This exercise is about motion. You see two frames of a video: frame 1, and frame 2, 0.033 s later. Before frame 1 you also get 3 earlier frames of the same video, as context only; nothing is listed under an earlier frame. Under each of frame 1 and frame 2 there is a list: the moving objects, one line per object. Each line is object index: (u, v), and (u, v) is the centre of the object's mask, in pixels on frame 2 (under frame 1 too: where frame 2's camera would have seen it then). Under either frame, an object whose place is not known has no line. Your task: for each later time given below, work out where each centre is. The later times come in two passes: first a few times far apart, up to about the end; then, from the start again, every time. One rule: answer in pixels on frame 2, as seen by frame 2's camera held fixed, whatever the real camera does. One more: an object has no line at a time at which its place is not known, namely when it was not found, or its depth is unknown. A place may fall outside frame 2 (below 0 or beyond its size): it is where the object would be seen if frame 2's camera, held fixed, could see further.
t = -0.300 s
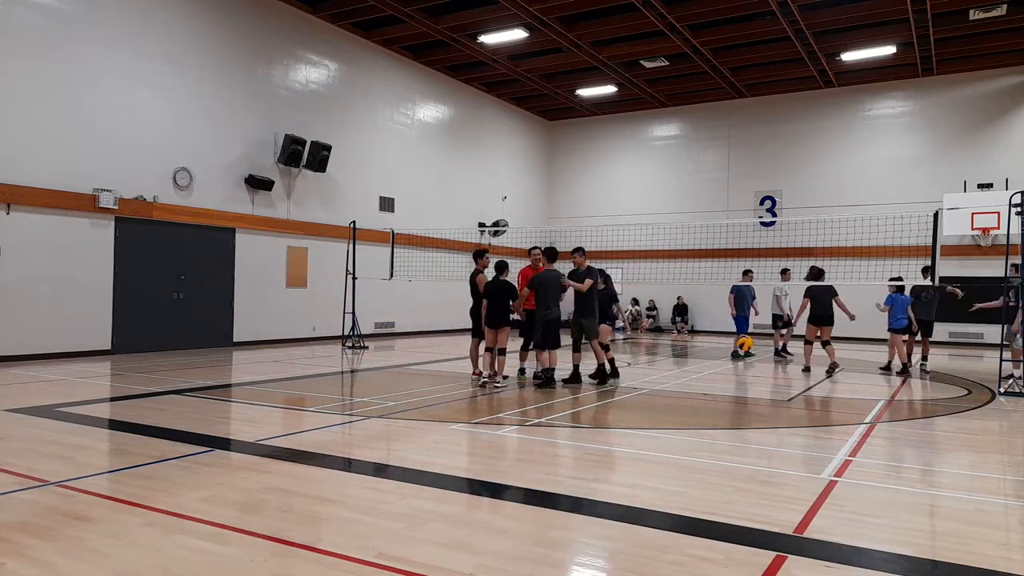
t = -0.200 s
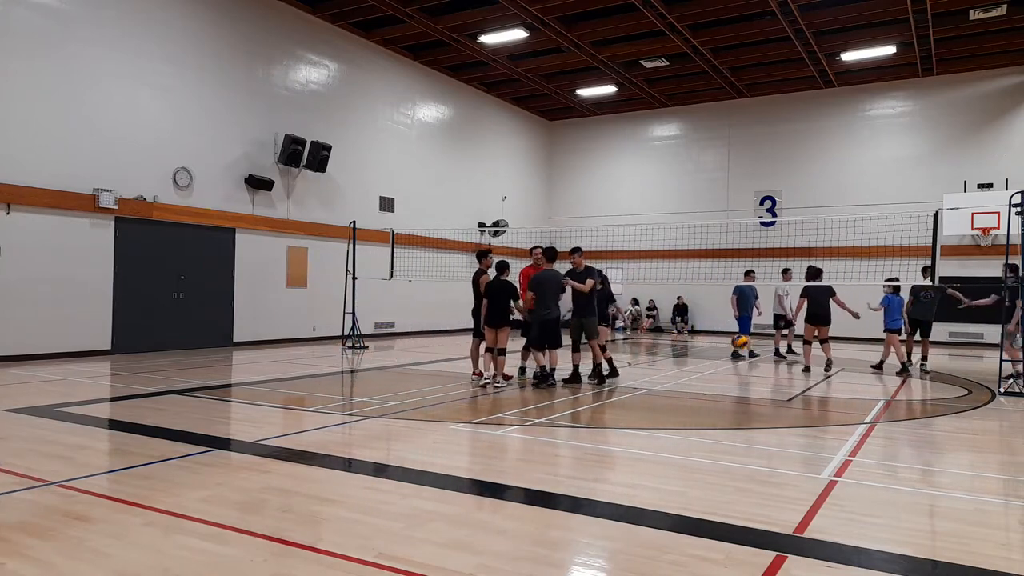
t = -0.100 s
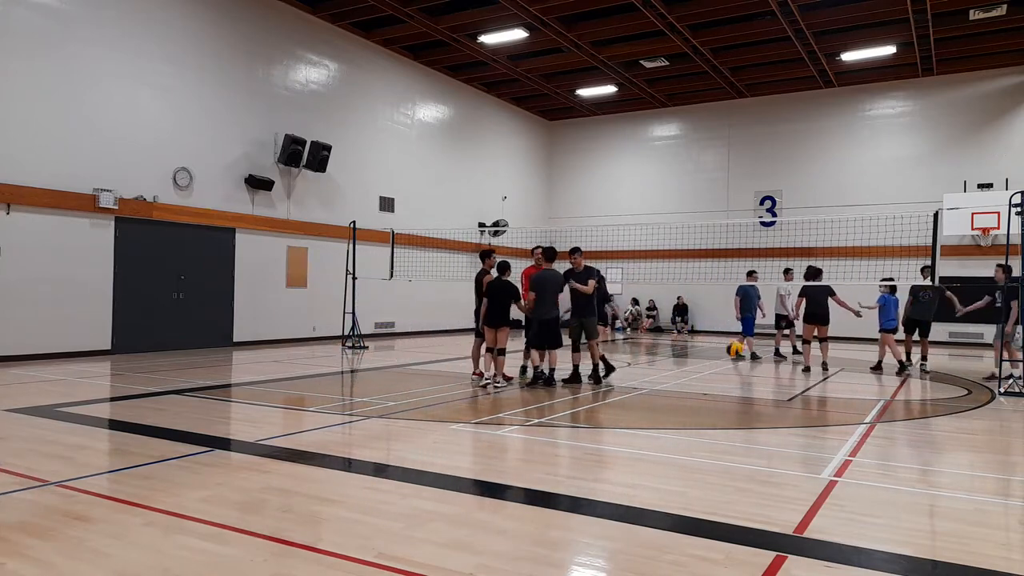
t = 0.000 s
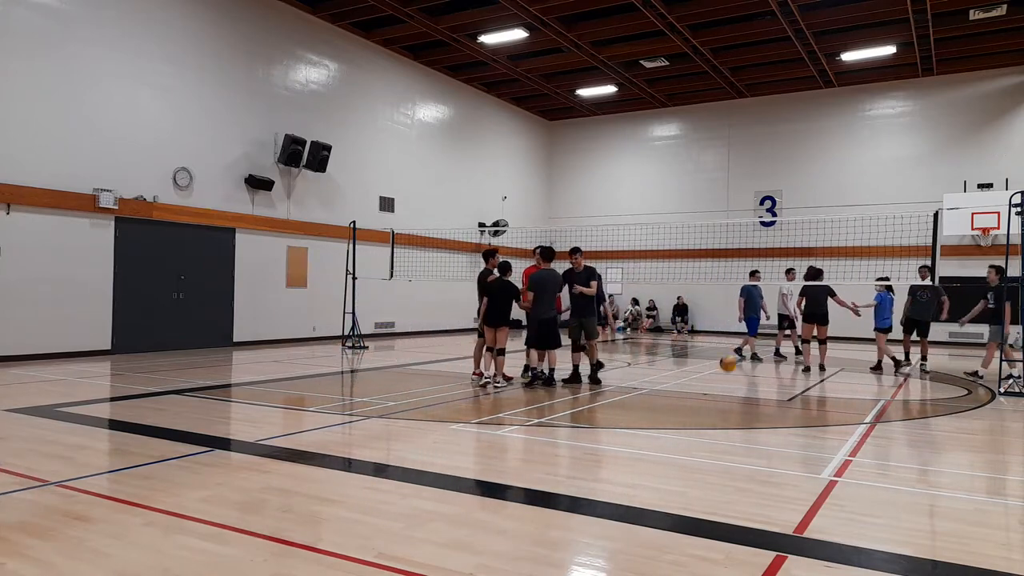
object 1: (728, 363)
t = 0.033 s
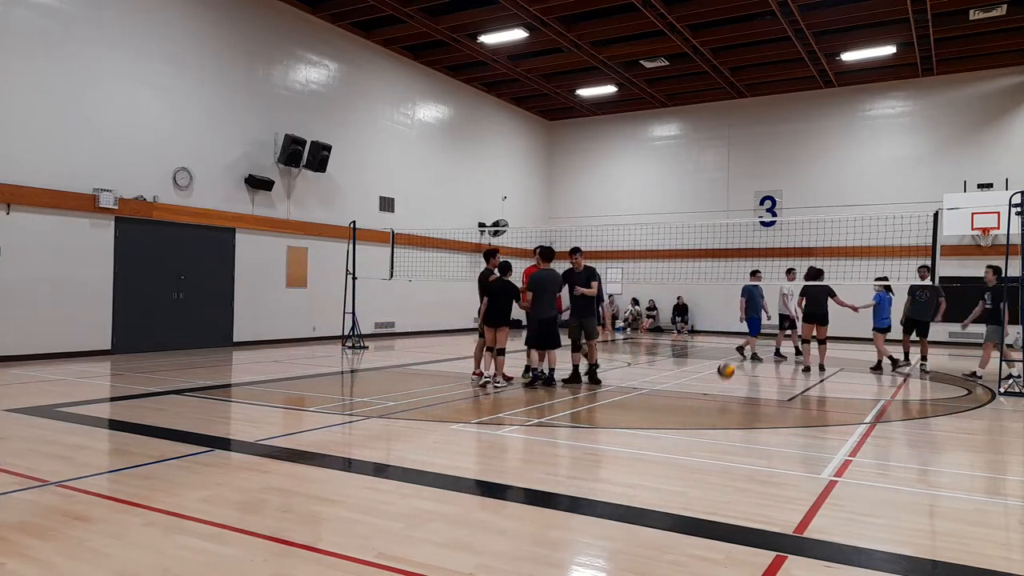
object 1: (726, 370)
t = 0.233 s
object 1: (713, 367)
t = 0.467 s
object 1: (695, 369)
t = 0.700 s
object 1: (675, 388)
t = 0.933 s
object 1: (655, 387)
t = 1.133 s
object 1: (635, 402)
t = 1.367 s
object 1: (607, 410)
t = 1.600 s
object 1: (576, 416)
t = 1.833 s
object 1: (539, 432)
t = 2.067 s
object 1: (496, 449)
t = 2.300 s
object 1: (445, 467)
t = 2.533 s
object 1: (383, 485)
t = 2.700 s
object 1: (330, 502)
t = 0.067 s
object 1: (723, 378)
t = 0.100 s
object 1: (721, 385)
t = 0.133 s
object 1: (719, 379)
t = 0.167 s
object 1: (717, 375)
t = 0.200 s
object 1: (715, 370)
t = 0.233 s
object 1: (713, 367)
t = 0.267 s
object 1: (710, 365)
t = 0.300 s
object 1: (708, 363)
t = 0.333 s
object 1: (705, 362)
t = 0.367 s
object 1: (703, 362)
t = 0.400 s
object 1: (701, 363)
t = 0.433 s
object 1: (698, 365)
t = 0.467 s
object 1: (695, 369)
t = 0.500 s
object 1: (692, 373)
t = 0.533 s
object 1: (690, 378)
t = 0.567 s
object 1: (687, 383)
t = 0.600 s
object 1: (684, 391)
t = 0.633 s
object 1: (681, 398)
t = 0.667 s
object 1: (679, 392)
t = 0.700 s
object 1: (675, 388)
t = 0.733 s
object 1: (673, 385)
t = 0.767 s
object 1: (670, 382)
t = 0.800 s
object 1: (668, 382)
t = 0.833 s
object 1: (664, 381)
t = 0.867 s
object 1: (661, 382)
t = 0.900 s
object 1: (659, 384)
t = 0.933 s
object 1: (655, 387)
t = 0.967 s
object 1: (651, 392)
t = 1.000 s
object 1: (648, 397)
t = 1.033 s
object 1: (645, 403)
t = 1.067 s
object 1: (641, 411)
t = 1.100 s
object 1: (638, 406)
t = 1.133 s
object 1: (635, 402)
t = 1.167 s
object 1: (631, 400)
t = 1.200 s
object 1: (626, 399)
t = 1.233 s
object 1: (623, 398)
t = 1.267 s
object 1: (619, 399)
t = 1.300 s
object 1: (615, 401)
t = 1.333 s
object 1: (611, 405)
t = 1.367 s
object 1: (607, 410)
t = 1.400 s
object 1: (603, 417)
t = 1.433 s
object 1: (598, 424)
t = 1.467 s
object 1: (593, 421)
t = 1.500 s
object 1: (589, 417)
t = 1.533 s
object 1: (586, 416)
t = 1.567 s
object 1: (581, 415)
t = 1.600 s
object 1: (576, 416)
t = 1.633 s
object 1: (570, 418)
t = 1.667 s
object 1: (566, 422)
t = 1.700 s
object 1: (561, 427)
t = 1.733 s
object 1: (555, 436)
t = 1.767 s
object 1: (549, 436)
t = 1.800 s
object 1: (544, 434)
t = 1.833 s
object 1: (539, 432)
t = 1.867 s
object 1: (533, 433)
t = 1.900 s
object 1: (527, 434)
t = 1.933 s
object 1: (522, 438)
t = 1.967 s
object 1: (515, 442)
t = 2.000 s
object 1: (508, 450)
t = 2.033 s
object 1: (502, 451)
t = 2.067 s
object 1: (496, 449)
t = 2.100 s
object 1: (489, 448)
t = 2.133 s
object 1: (482, 450)
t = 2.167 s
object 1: (476, 453)
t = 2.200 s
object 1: (469, 458)
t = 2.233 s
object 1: (461, 464)
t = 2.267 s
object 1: (452, 467)
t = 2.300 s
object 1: (445, 467)
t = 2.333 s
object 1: (437, 468)
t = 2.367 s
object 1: (430, 469)
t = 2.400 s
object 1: (421, 474)
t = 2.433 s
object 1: (412, 482)
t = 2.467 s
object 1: (403, 484)
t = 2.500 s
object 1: (394, 482)
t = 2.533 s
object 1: (383, 485)
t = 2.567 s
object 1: (374, 490)
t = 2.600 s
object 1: (363, 497)
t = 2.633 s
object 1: (352, 499)
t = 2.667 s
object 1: (341, 498)
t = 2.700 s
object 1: (330, 502)
